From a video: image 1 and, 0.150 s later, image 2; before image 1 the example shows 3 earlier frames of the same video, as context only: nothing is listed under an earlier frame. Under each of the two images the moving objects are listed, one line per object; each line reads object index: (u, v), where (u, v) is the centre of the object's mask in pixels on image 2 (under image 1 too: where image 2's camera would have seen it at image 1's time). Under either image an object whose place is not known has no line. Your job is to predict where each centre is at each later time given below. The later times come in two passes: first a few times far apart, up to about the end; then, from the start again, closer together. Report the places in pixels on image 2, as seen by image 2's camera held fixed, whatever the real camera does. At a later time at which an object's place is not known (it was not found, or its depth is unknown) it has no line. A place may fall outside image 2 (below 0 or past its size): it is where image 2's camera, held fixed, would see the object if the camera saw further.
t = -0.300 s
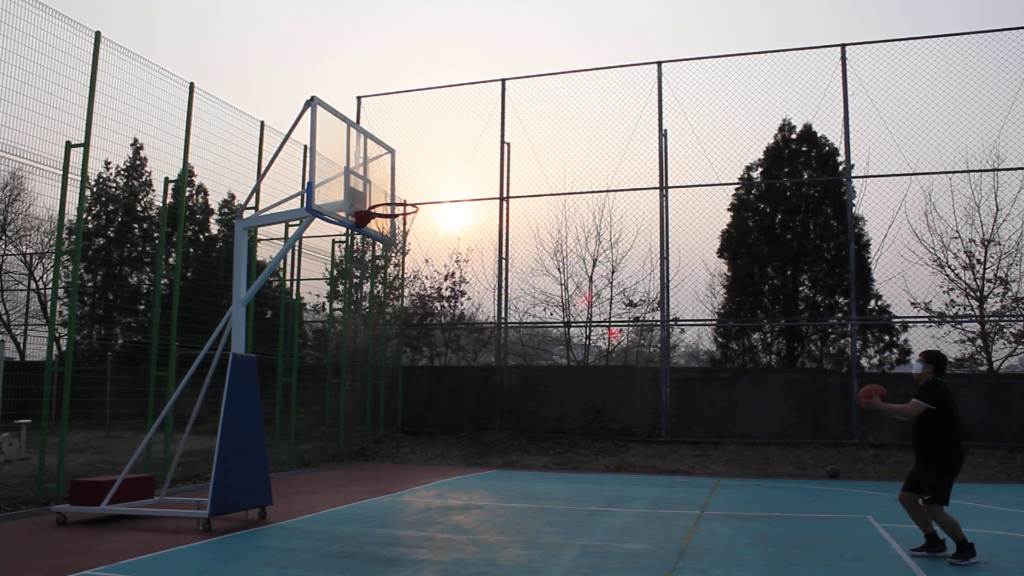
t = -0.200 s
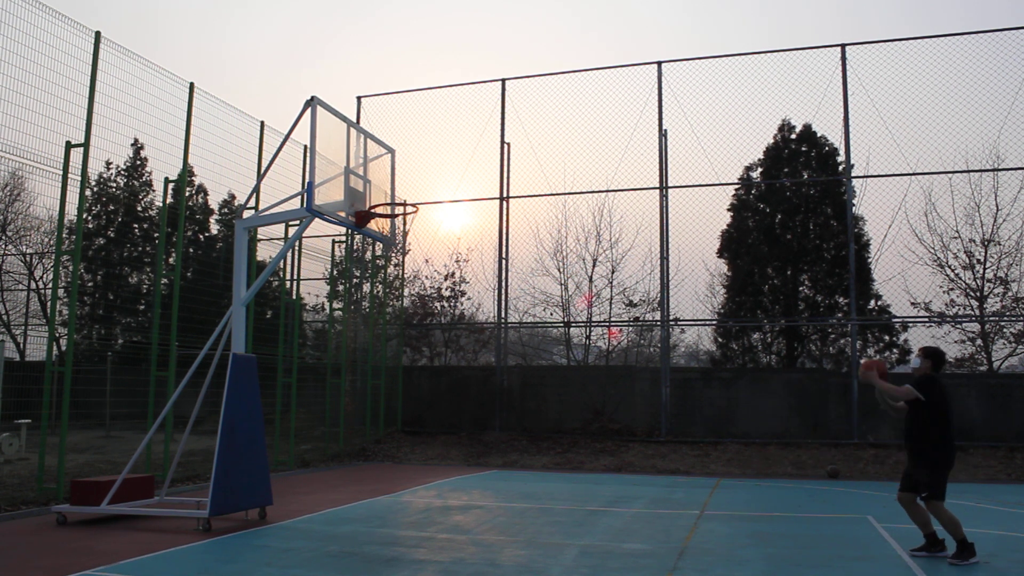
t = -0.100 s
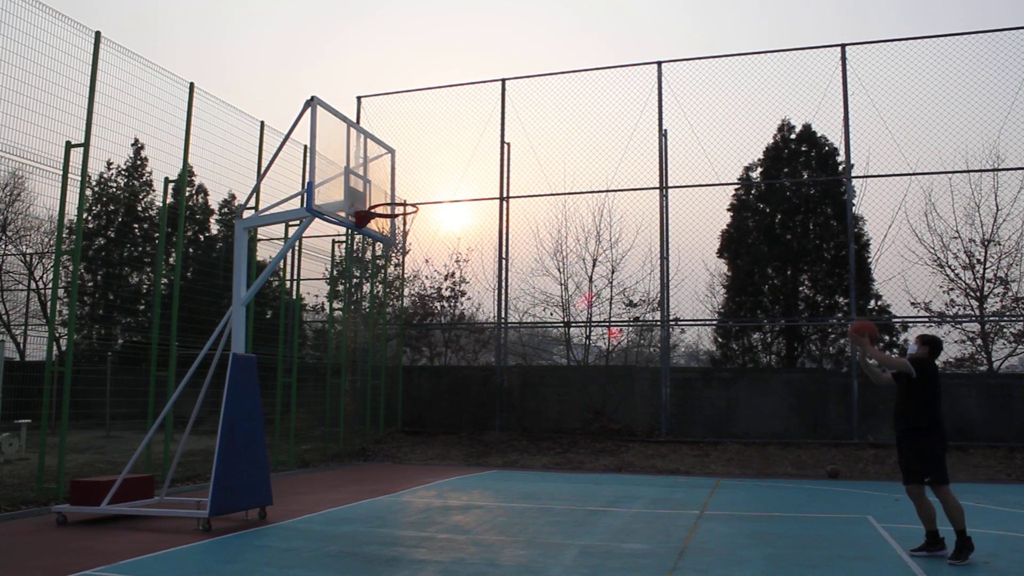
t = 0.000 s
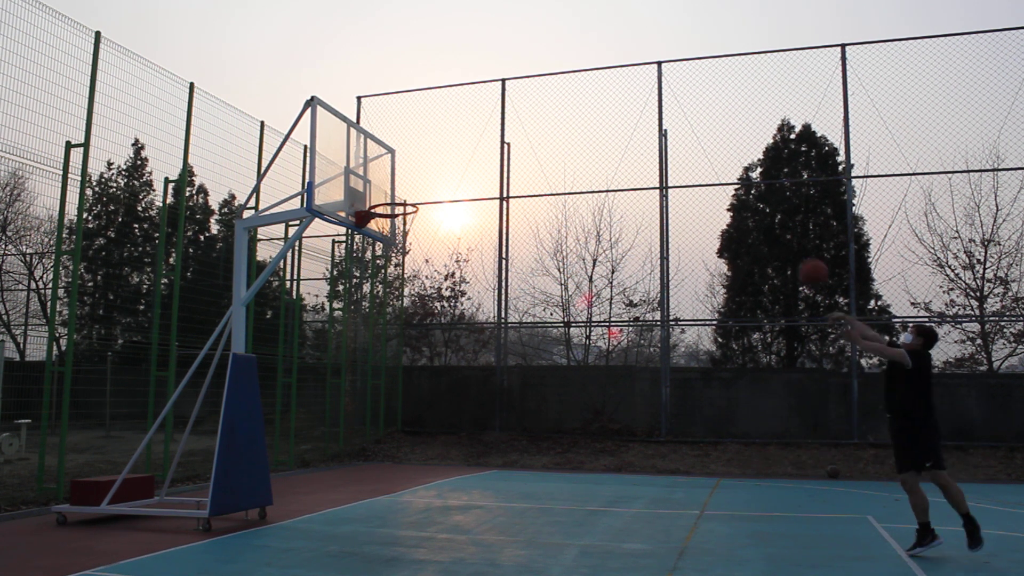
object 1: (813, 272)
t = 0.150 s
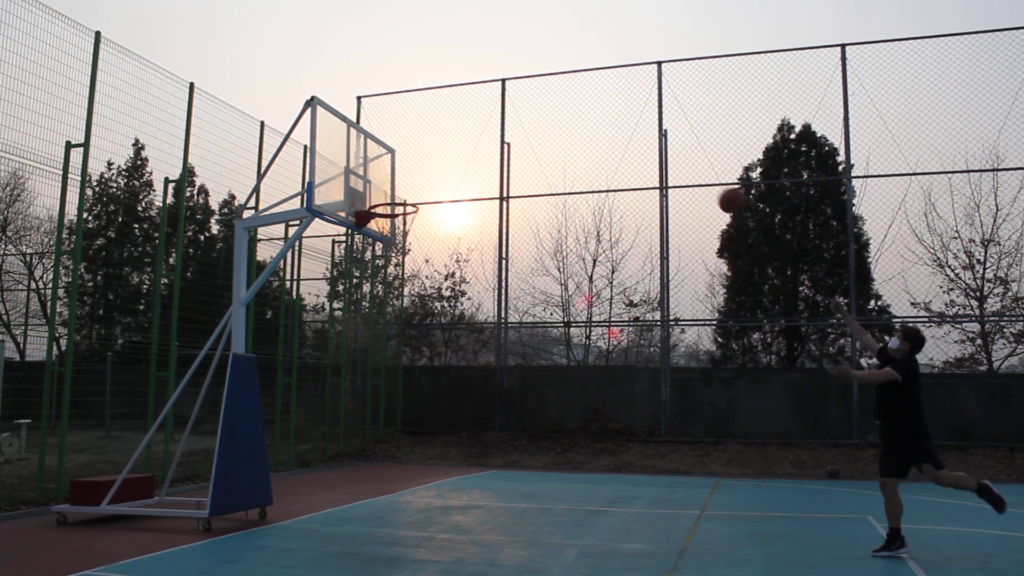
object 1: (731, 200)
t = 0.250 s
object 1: (679, 167)
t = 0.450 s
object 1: (580, 132)
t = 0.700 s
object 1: (464, 144)
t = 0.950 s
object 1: (392, 199)
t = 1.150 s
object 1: (452, 173)
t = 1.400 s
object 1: (529, 195)
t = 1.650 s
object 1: (609, 285)
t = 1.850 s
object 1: (671, 414)
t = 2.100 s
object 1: (745, 458)
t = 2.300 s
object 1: (800, 356)
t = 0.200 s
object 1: (705, 182)
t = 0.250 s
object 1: (679, 167)
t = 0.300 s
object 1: (654, 154)
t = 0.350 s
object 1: (629, 144)
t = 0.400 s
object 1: (604, 137)
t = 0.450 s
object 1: (580, 132)
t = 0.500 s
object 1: (556, 129)
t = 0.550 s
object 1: (532, 130)
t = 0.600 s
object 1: (509, 132)
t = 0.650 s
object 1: (486, 137)
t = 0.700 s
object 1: (464, 144)
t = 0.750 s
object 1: (441, 154)
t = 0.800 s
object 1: (419, 166)
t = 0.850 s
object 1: (396, 180)
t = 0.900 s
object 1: (376, 196)
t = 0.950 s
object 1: (392, 199)
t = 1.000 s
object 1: (407, 189)
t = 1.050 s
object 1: (422, 181)
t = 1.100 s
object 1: (437, 176)
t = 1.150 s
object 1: (452, 173)
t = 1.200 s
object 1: (467, 172)
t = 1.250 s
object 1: (483, 174)
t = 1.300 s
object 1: (498, 179)
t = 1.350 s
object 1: (514, 186)
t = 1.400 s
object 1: (529, 195)
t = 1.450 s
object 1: (545, 207)
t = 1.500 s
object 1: (561, 222)
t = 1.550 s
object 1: (577, 240)
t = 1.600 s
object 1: (593, 261)
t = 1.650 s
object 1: (609, 285)
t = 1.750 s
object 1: (640, 343)
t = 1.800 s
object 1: (656, 377)
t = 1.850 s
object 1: (671, 414)
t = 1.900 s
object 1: (687, 455)
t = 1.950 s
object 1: (702, 500)
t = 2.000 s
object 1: (716, 525)
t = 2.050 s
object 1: (730, 491)
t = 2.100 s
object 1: (745, 458)
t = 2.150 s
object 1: (759, 428)
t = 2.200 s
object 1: (773, 402)
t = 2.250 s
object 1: (787, 377)
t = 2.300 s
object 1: (800, 356)
